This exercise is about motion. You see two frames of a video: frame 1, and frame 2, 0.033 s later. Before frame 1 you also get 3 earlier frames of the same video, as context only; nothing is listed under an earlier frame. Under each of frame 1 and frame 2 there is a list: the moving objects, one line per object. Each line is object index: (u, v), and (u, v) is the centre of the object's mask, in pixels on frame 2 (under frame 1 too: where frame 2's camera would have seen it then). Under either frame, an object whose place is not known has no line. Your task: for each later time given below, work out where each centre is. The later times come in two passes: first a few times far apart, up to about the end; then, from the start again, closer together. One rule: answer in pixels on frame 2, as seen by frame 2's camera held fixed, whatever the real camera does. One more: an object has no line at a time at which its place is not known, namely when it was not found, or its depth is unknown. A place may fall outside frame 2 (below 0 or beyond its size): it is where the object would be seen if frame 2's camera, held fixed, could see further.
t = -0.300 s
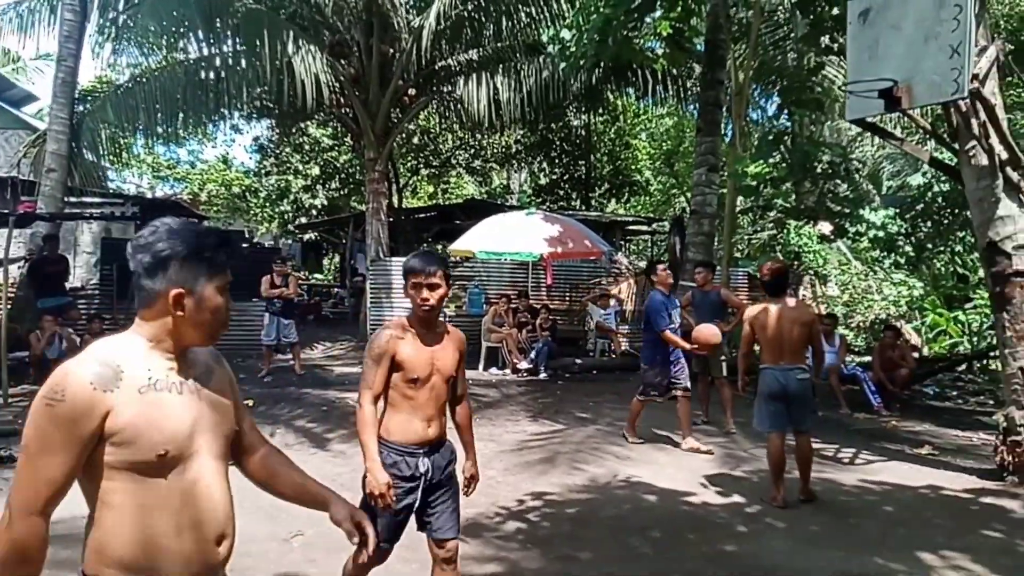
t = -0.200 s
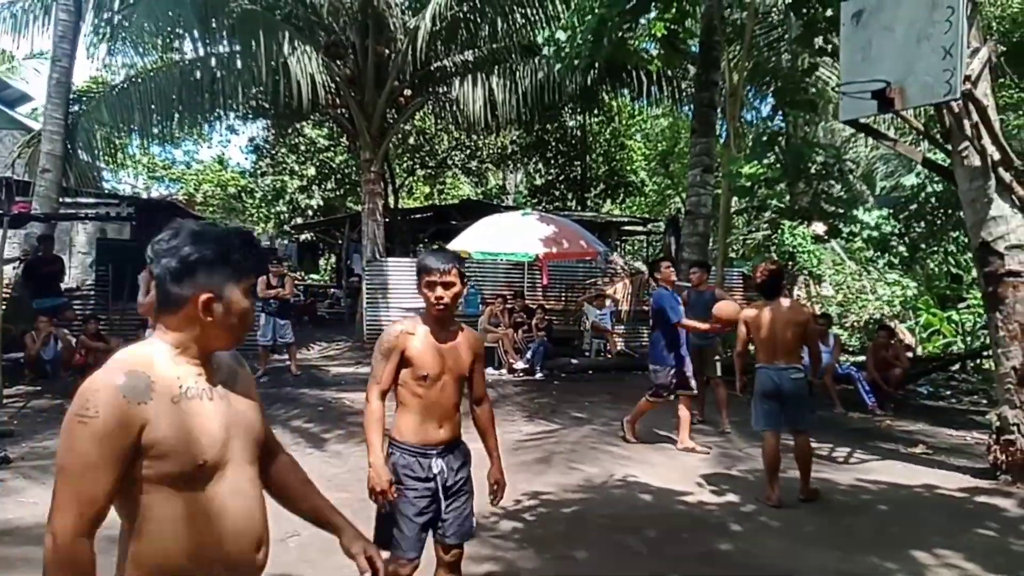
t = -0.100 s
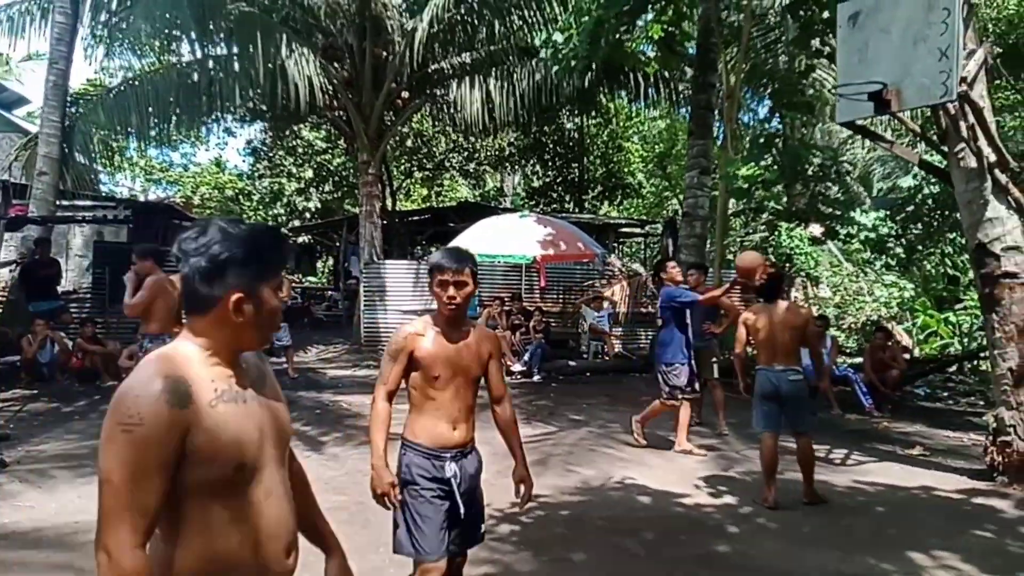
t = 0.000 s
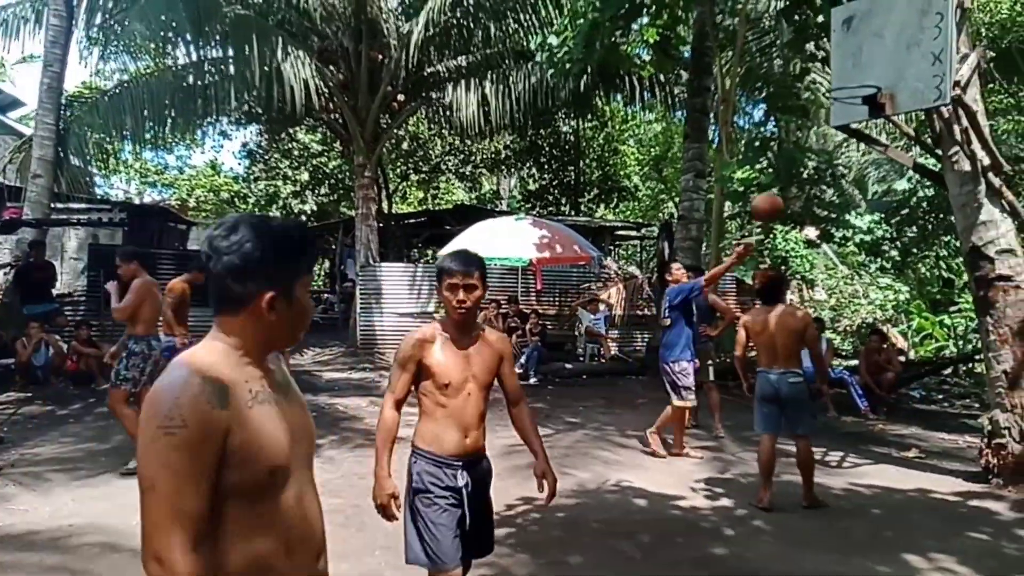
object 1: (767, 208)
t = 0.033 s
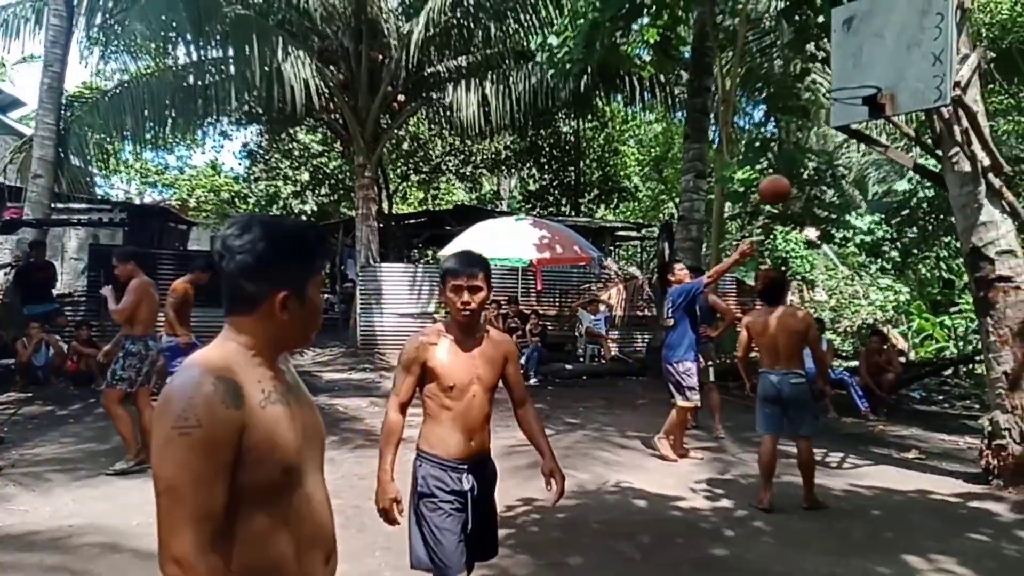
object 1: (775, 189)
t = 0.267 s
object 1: (824, 98)
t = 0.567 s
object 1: (872, 72)
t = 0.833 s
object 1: (885, 72)
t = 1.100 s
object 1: (913, 152)
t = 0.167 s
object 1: (803, 130)
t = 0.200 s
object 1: (810, 117)
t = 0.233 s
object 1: (816, 108)
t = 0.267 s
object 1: (824, 98)
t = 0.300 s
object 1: (831, 89)
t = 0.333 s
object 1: (839, 83)
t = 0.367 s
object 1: (847, 77)
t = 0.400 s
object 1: (854, 72)
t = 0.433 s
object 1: (862, 71)
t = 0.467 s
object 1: (866, 70)
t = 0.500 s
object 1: (868, 69)
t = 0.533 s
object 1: (870, 71)
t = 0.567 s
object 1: (872, 72)
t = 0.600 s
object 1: (873, 74)
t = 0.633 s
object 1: (874, 71)
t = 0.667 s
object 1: (876, 67)
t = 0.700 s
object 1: (877, 66)
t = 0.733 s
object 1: (879, 66)
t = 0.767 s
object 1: (880, 67)
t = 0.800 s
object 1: (882, 69)
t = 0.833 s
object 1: (885, 72)
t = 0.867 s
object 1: (888, 75)
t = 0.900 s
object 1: (891, 81)
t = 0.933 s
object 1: (894, 88)
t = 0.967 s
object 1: (897, 97)
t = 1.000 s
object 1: (900, 107)
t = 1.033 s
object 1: (905, 119)
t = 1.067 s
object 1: (911, 135)
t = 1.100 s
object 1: (913, 152)
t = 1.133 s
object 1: (919, 172)
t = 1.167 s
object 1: (922, 193)
